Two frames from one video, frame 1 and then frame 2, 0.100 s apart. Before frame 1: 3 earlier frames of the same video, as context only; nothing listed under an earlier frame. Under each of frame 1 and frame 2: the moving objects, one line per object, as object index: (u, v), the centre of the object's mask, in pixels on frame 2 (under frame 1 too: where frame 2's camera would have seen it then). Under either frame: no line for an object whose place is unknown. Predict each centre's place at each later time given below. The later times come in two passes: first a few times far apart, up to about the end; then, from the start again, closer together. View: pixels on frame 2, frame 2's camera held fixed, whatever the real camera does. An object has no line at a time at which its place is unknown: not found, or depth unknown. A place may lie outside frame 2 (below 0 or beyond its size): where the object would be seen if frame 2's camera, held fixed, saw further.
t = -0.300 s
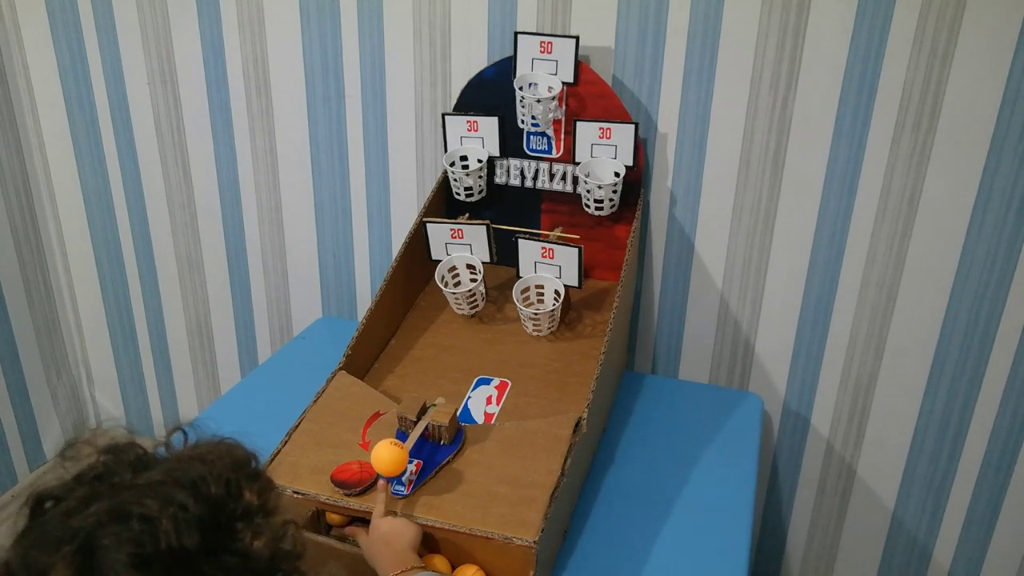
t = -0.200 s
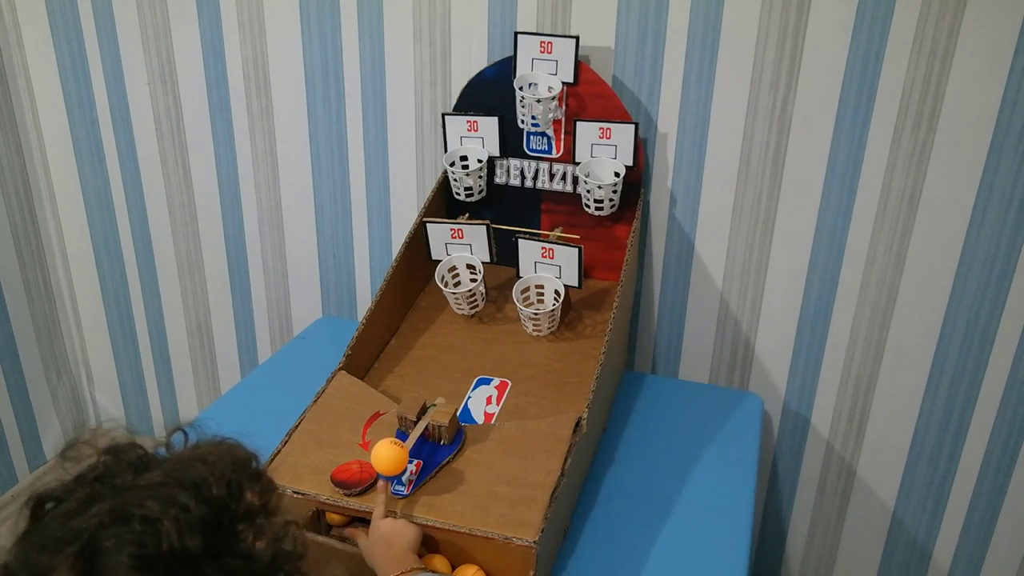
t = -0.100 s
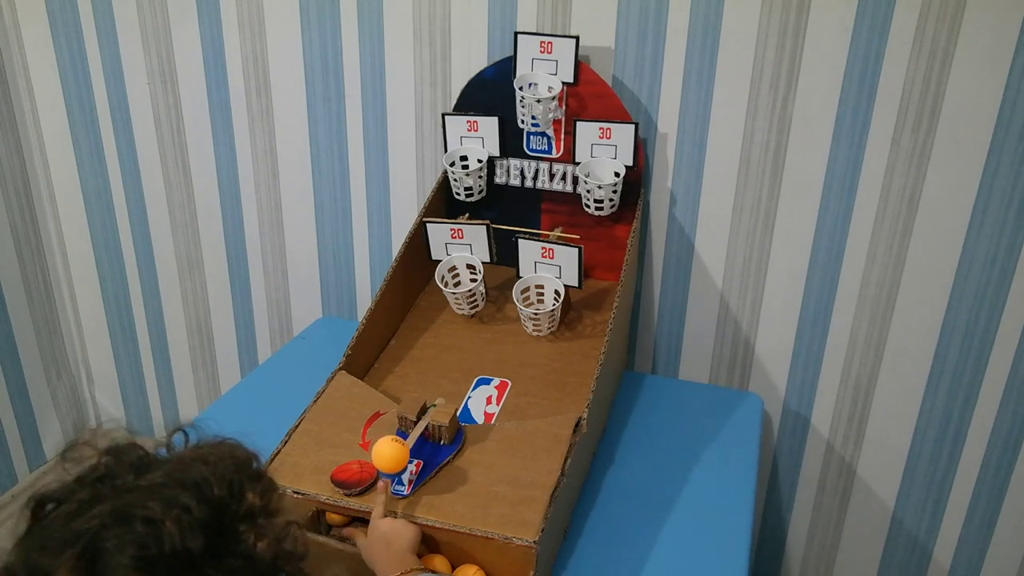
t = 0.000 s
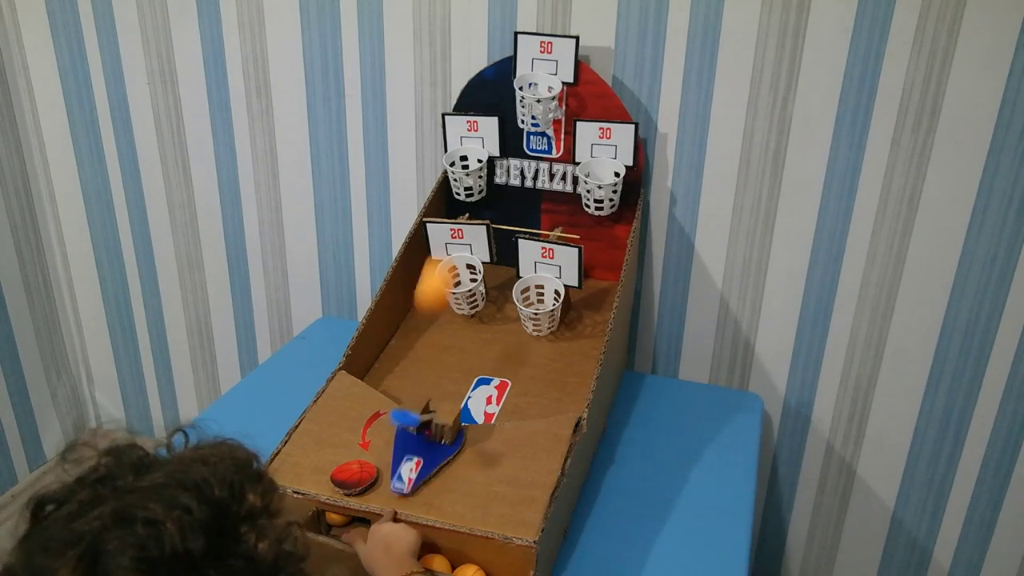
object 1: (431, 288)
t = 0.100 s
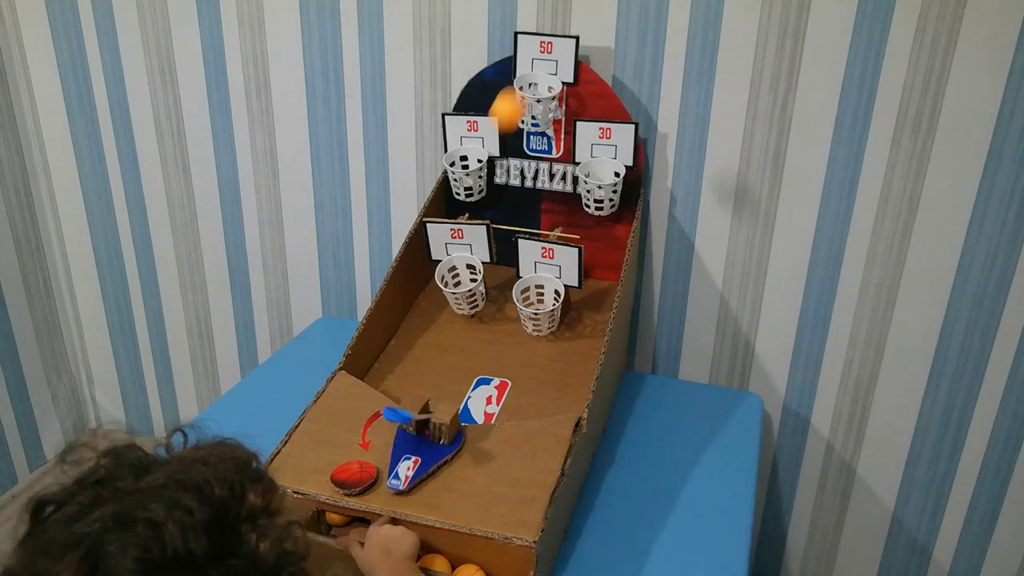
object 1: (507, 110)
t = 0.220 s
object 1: (574, 34)
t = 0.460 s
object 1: (627, 131)
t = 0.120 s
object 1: (518, 89)
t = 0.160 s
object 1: (544, 55)
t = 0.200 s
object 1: (565, 38)
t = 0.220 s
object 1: (574, 34)
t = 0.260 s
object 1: (591, 37)
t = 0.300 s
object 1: (604, 51)
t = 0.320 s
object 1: (603, 58)
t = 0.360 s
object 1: (608, 65)
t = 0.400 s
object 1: (616, 83)
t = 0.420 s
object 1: (619, 97)
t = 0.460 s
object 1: (627, 131)
